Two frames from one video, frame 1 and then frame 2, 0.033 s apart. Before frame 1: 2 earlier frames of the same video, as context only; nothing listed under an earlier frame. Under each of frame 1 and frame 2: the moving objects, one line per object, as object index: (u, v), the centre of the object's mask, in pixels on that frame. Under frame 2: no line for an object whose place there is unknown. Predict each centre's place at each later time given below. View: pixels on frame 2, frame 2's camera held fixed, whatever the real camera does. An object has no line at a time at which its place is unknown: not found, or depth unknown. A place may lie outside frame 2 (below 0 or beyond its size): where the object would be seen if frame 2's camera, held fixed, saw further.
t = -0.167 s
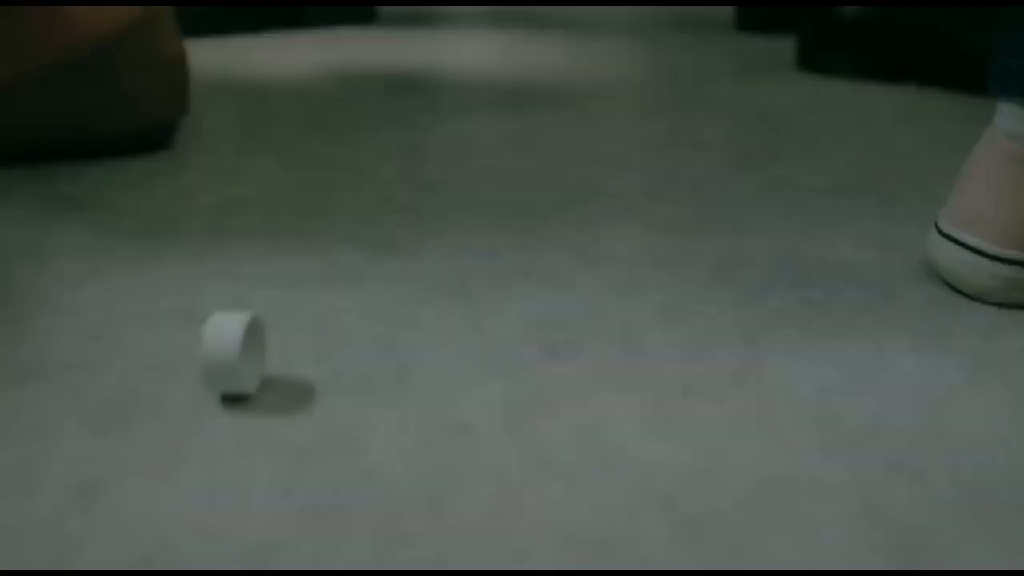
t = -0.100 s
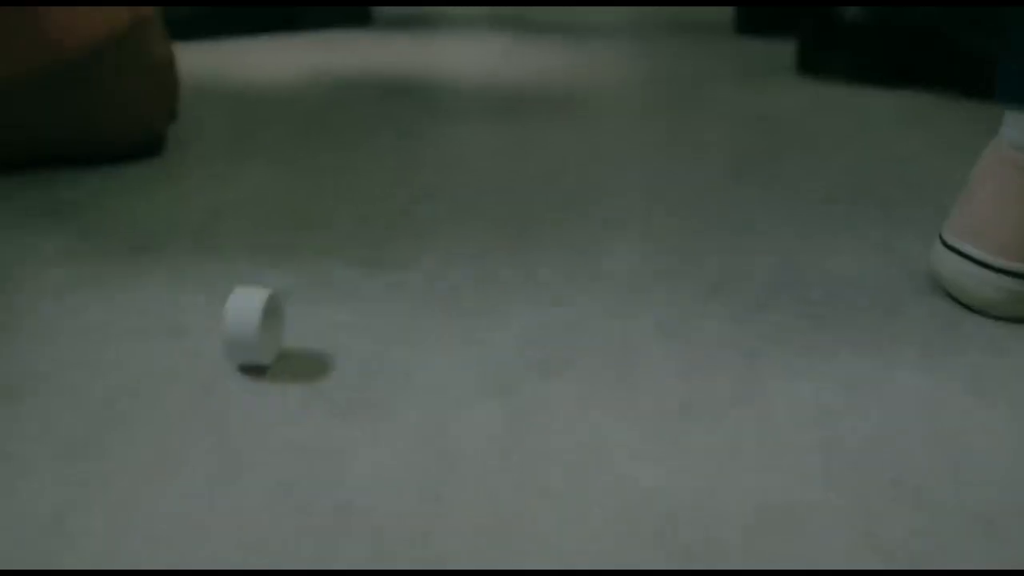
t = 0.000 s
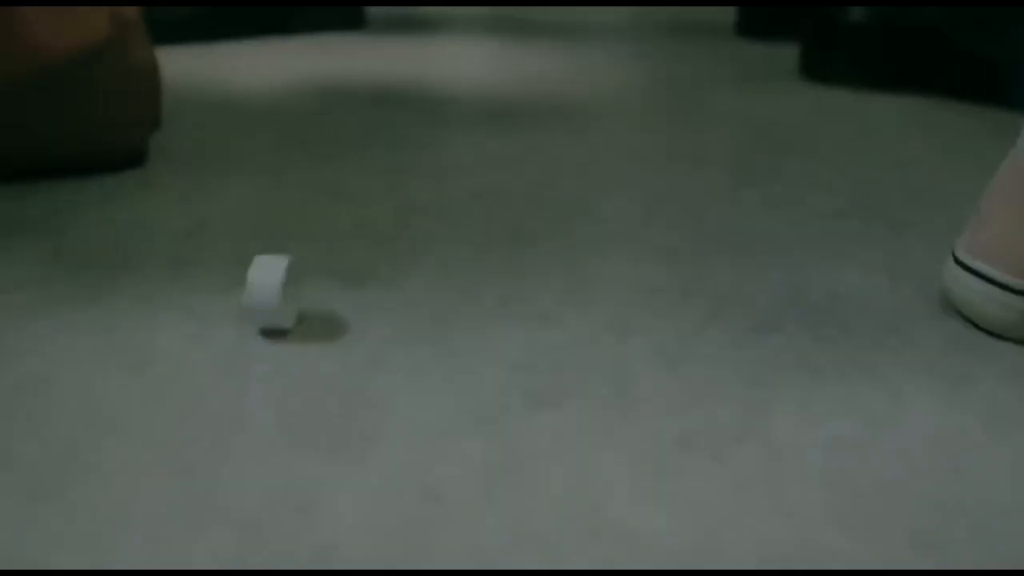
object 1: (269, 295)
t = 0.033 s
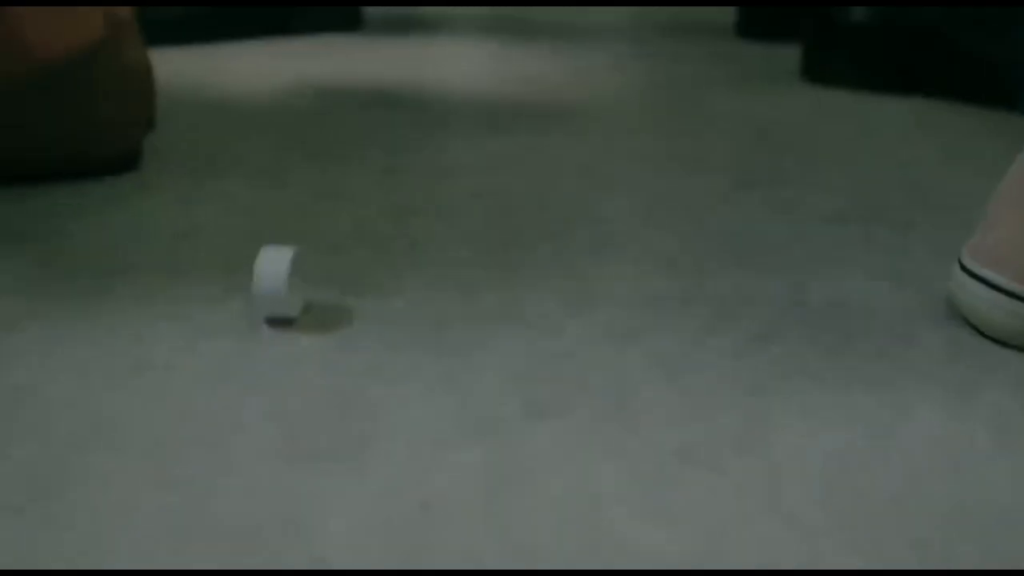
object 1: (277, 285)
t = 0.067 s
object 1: (291, 270)
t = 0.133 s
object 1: (312, 242)
